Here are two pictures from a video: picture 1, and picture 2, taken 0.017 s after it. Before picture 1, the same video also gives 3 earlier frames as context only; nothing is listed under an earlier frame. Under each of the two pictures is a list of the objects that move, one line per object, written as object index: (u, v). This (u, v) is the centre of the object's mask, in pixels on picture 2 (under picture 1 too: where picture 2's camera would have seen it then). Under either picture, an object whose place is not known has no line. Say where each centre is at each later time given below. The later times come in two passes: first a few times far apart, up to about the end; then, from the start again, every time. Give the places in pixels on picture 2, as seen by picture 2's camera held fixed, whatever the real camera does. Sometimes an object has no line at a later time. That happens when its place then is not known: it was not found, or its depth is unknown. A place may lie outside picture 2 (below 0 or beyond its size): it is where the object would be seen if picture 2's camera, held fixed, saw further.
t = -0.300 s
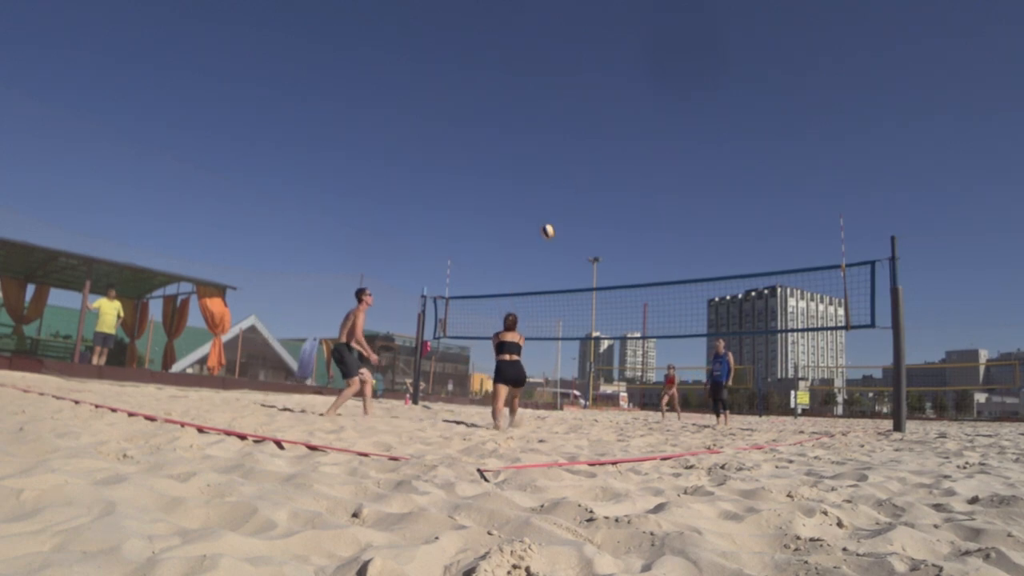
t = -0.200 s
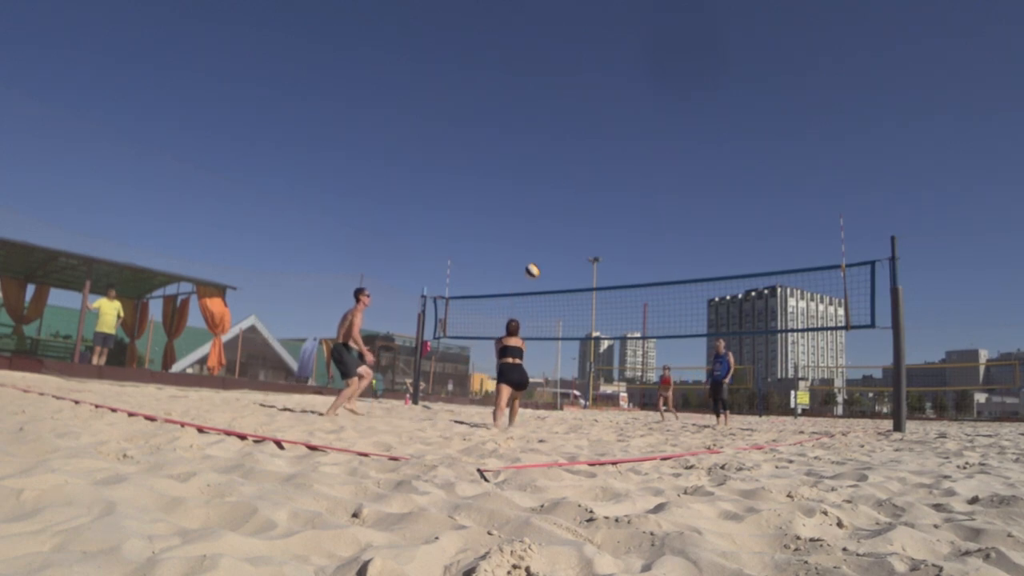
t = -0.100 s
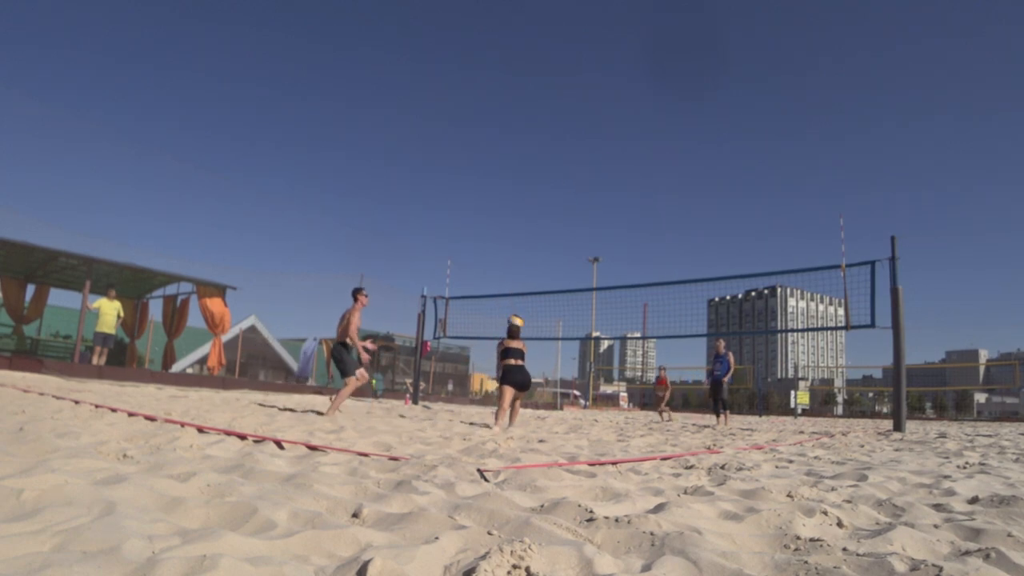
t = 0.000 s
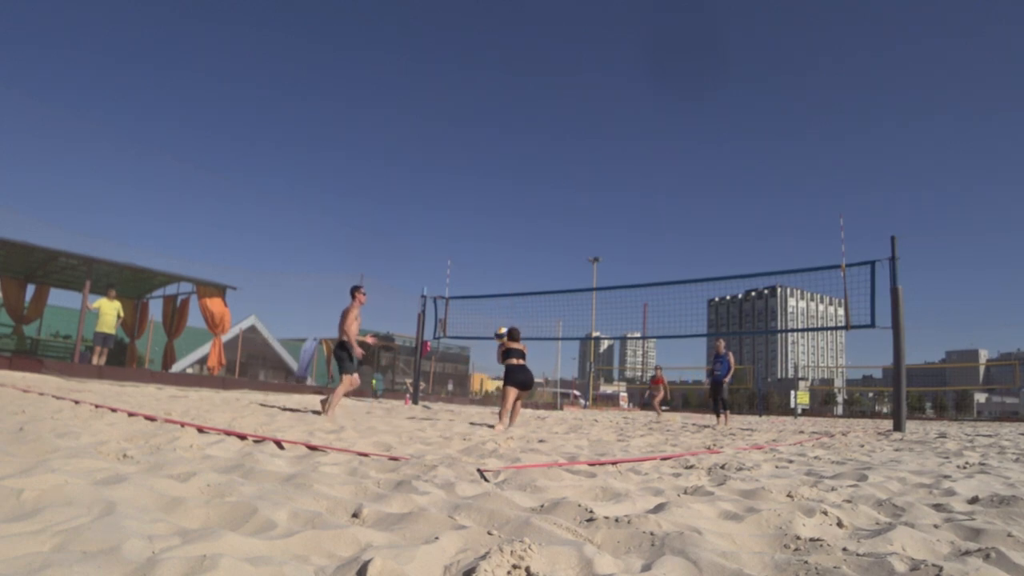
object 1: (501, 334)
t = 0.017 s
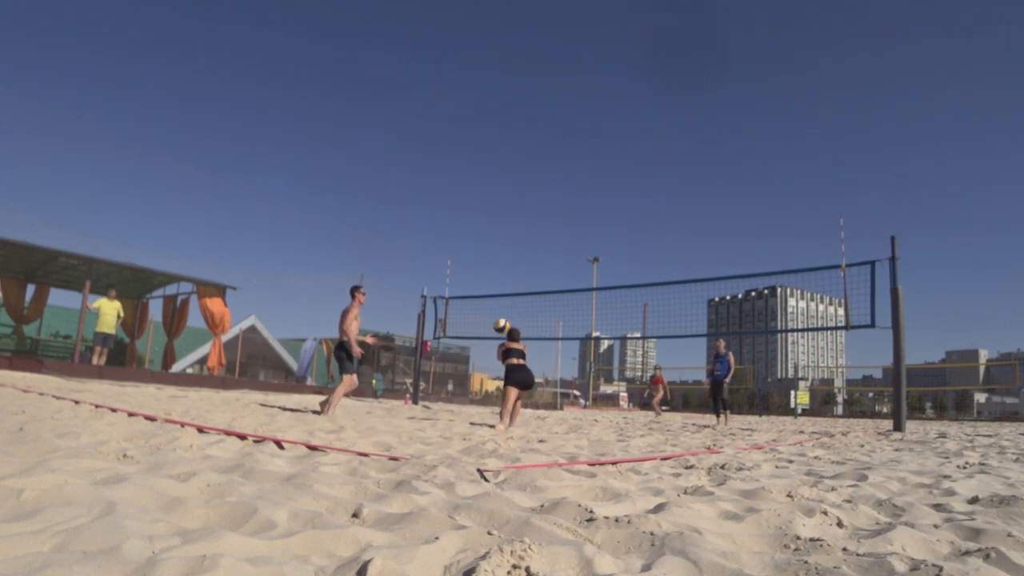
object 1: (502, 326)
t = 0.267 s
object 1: (488, 223)
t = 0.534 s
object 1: (472, 170)
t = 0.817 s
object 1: (453, 166)
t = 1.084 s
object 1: (434, 206)
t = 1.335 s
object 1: (416, 283)
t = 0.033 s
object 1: (501, 317)
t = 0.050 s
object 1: (500, 309)
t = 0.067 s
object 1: (499, 301)
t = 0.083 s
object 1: (498, 293)
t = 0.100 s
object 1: (497, 286)
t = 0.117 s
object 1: (496, 278)
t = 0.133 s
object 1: (495, 271)
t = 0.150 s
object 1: (495, 264)
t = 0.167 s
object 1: (494, 258)
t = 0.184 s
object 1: (493, 251)
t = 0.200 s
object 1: (492, 245)
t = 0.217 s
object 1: (491, 239)
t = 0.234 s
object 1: (490, 234)
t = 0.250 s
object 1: (489, 228)
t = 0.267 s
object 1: (488, 223)
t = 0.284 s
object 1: (487, 218)
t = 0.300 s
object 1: (486, 214)
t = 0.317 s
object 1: (485, 209)
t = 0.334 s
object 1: (484, 205)
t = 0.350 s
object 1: (483, 201)
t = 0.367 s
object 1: (482, 197)
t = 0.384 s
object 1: (481, 193)
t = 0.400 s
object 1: (480, 190)
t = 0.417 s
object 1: (479, 187)
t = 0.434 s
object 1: (478, 184)
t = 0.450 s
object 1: (477, 181)
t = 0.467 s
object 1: (476, 178)
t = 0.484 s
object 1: (475, 176)
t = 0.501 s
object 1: (474, 174)
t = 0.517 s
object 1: (473, 172)
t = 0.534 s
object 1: (472, 170)
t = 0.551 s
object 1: (471, 168)
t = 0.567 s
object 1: (470, 167)
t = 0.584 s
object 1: (469, 166)
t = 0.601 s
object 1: (468, 165)
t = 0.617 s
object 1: (467, 164)
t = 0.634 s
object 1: (466, 163)
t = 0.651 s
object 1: (465, 163)
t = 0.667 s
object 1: (464, 162)
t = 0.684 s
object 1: (462, 162)
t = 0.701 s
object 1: (461, 162)
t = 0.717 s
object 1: (460, 162)
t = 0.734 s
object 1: (459, 162)
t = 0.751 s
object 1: (458, 163)
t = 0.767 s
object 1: (457, 163)
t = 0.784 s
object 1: (456, 164)
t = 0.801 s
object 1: (454, 165)
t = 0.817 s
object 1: (453, 166)
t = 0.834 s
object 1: (453, 167)
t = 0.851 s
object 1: (451, 169)
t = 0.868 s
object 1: (450, 170)
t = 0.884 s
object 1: (449, 173)
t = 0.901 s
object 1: (448, 174)
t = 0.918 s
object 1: (446, 176)
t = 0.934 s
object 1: (446, 178)
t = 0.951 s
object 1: (444, 181)
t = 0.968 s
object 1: (443, 184)
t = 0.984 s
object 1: (442, 186)
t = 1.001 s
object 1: (441, 190)
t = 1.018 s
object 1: (439, 192)
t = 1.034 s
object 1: (438, 196)
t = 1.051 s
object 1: (437, 200)
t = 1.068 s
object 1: (436, 203)
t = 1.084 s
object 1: (434, 206)
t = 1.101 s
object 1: (433, 211)
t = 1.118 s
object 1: (432, 215)
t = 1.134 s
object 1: (431, 218)
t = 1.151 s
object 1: (429, 223)
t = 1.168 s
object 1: (428, 228)
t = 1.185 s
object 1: (427, 233)
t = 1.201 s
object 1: (426, 237)
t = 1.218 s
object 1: (424, 243)
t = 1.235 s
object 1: (423, 248)
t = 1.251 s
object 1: (422, 253)
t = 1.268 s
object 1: (421, 259)
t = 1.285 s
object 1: (420, 265)
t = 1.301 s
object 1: (418, 271)
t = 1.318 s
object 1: (417, 277)
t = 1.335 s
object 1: (416, 283)
